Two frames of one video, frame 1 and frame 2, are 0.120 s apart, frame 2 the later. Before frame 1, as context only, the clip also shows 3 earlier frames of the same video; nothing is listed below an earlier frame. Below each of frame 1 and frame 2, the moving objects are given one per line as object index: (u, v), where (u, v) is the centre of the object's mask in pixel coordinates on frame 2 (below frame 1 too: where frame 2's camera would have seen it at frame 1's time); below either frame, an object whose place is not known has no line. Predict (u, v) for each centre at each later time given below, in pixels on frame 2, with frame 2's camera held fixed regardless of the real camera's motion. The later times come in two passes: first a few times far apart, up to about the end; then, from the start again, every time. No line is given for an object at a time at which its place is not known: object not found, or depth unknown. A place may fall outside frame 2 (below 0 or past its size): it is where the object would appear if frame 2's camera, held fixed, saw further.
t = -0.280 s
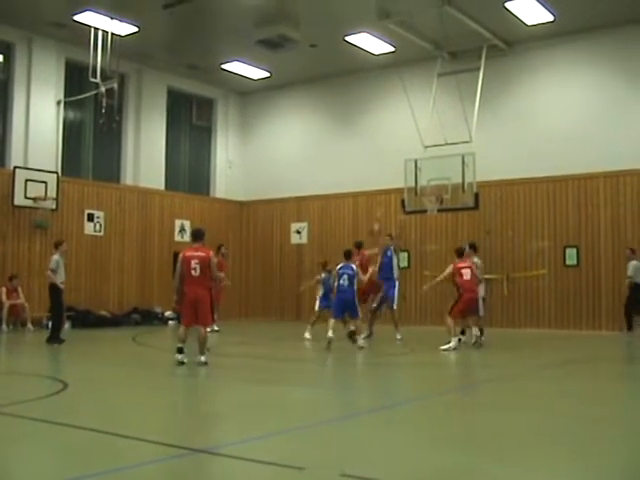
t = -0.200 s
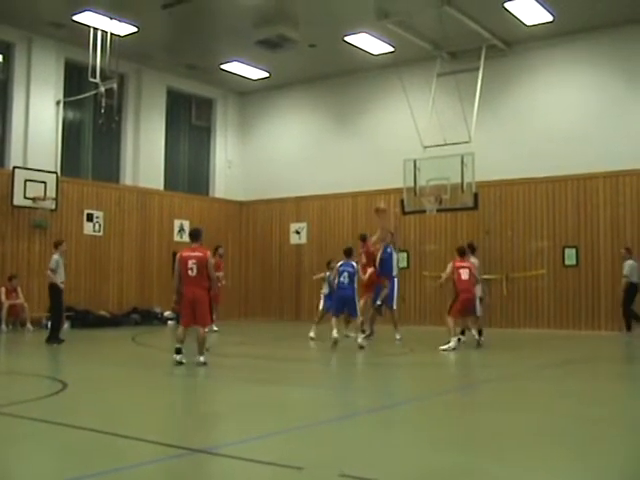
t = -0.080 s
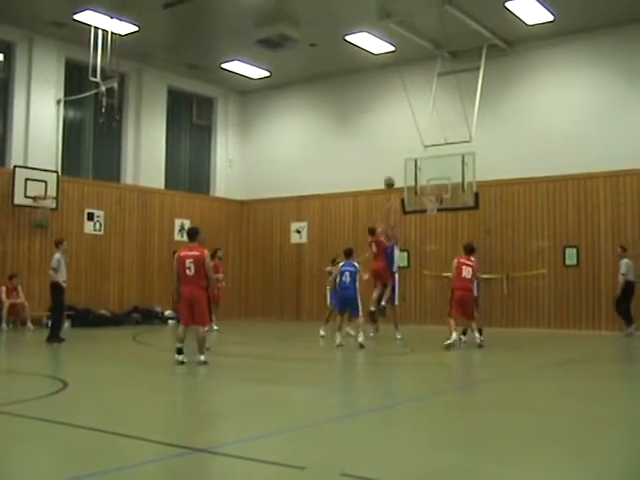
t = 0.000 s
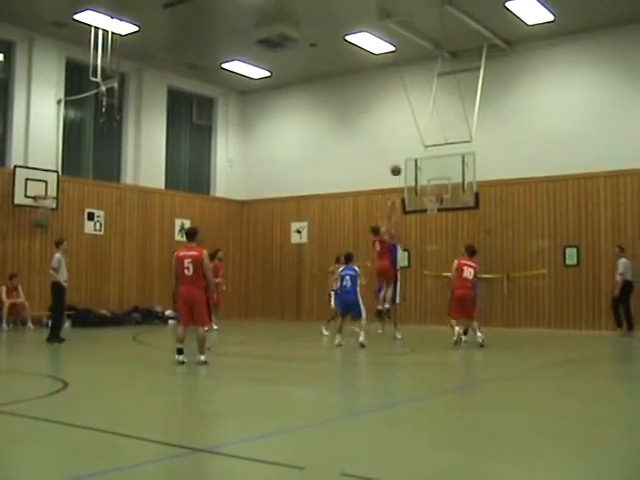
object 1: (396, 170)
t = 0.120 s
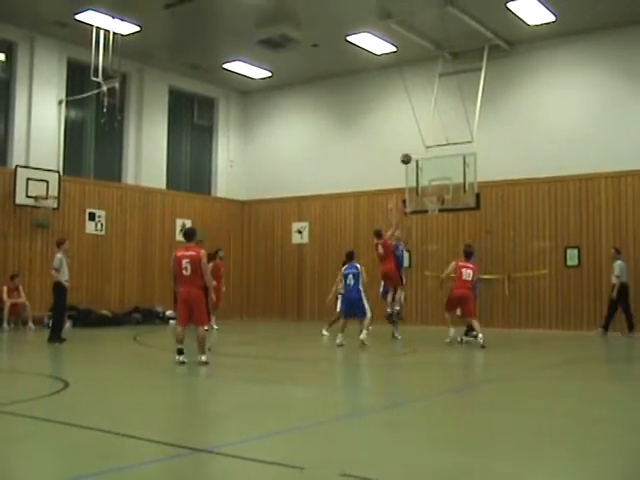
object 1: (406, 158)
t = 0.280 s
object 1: (416, 154)
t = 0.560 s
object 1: (434, 174)
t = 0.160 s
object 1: (408, 156)
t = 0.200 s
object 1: (411, 155)
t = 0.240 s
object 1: (413, 154)
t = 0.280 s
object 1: (416, 154)
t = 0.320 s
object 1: (419, 155)
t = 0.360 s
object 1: (421, 156)
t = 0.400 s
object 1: (424, 158)
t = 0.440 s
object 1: (427, 161)
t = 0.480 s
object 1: (429, 164)
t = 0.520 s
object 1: (432, 169)
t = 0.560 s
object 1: (434, 174)
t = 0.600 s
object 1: (435, 177)
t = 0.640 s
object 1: (433, 181)
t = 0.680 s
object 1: (431, 184)
